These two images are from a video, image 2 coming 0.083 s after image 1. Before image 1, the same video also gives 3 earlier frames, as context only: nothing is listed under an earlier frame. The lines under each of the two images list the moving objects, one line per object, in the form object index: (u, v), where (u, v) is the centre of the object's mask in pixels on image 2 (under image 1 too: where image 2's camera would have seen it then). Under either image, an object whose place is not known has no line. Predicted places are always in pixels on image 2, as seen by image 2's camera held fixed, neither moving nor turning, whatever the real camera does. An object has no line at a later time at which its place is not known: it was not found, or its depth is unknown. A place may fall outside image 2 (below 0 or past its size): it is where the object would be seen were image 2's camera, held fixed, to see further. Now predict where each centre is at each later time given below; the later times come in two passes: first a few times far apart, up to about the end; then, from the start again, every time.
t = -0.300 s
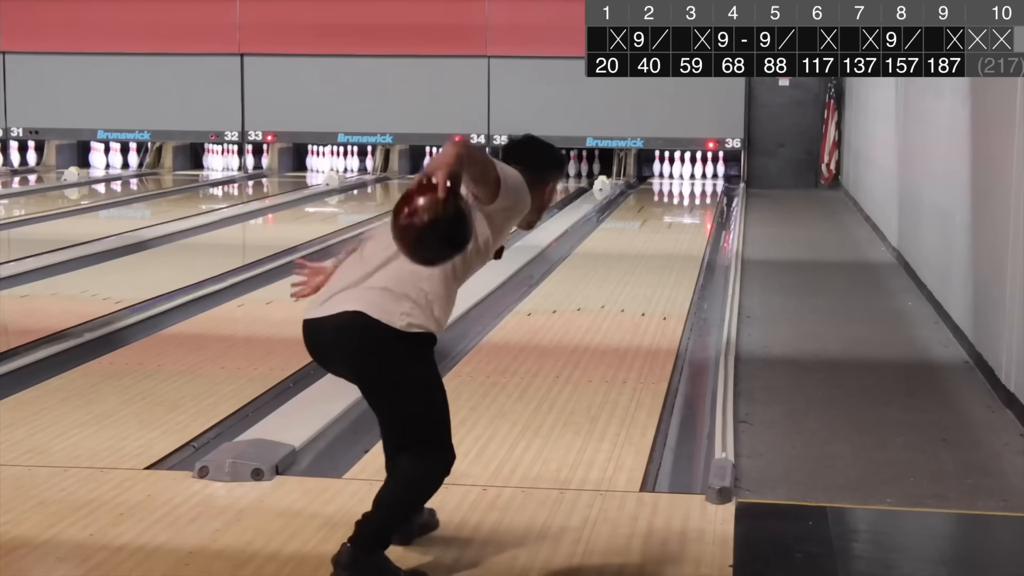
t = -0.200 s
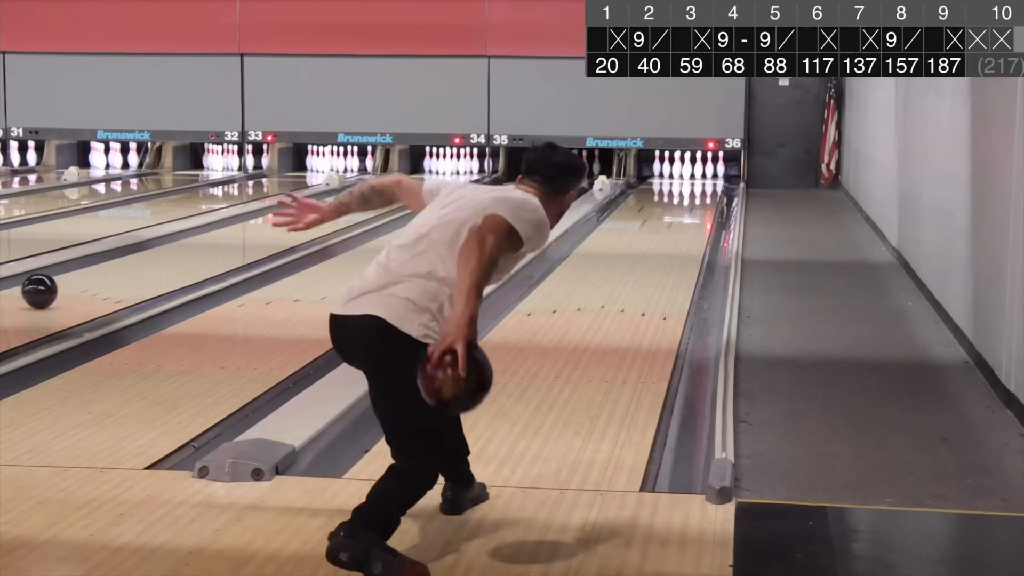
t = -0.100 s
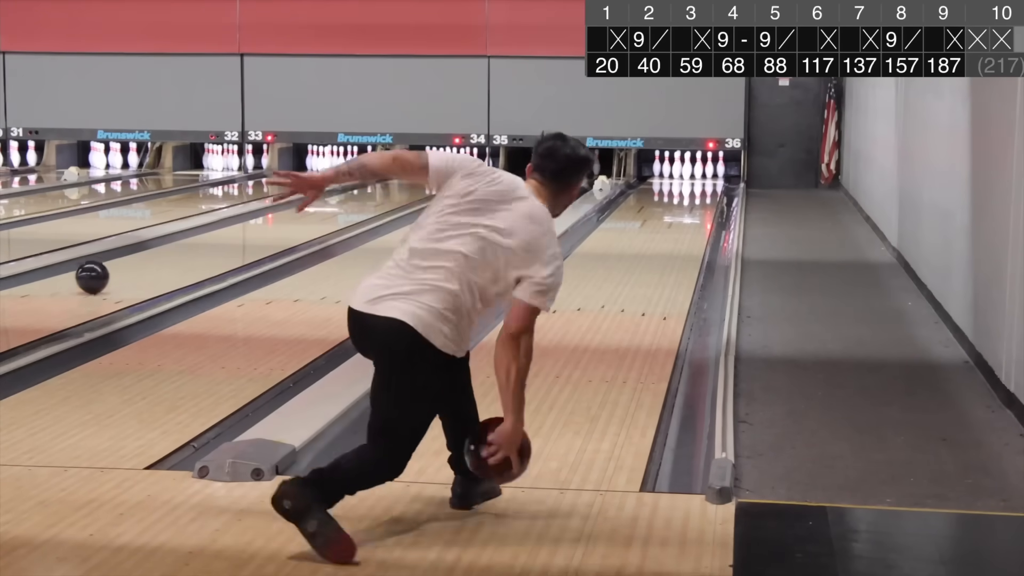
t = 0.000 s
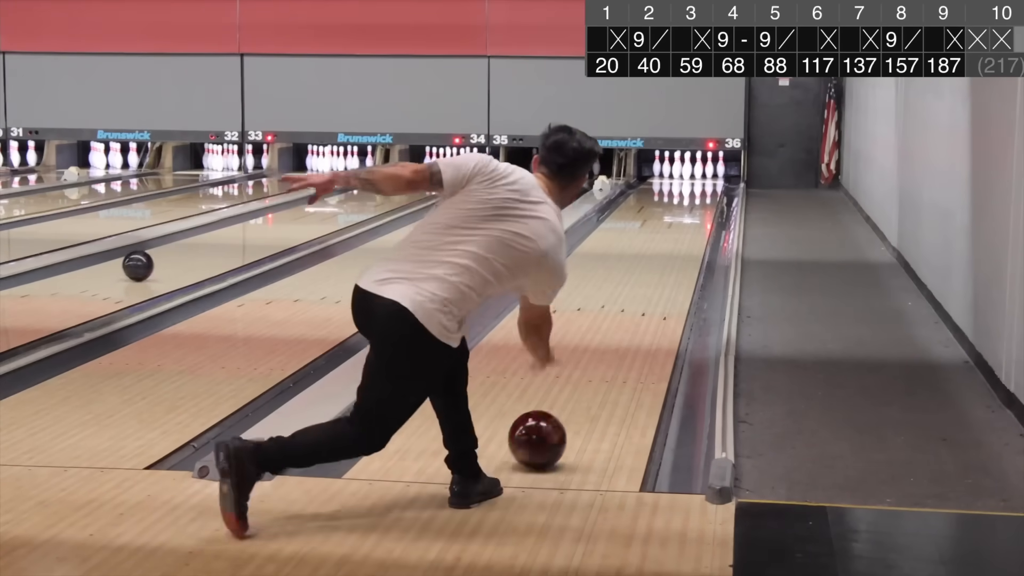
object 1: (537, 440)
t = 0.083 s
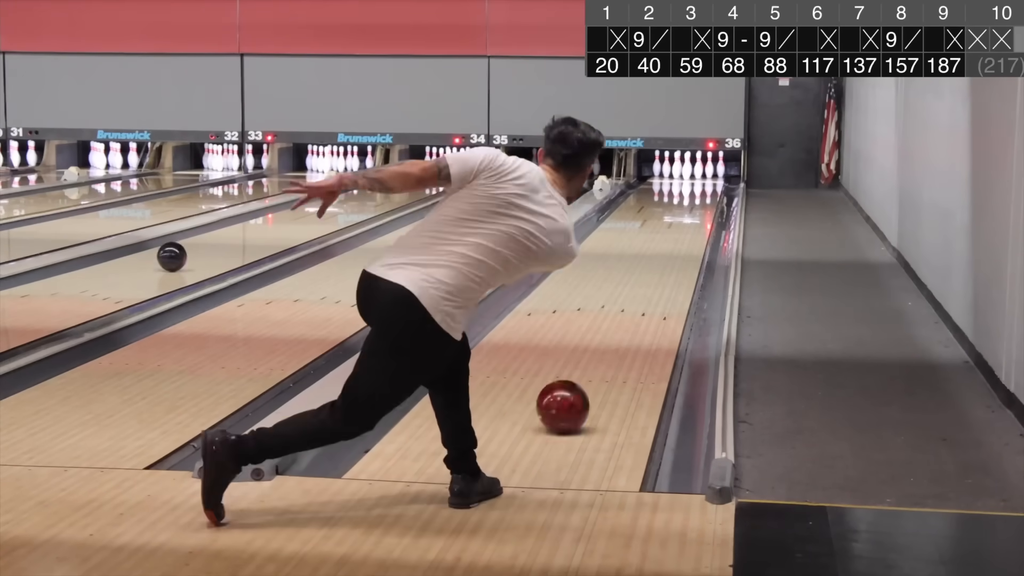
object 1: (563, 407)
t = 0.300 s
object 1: (610, 342)
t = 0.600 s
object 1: (650, 287)
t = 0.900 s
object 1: (674, 251)
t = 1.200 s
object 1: (687, 226)
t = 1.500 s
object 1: (695, 207)
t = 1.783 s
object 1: (697, 194)
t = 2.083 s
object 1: (696, 183)
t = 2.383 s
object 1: (693, 174)
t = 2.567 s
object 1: (694, 171)
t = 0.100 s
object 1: (567, 401)
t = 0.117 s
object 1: (572, 395)
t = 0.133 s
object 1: (576, 389)
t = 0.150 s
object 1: (580, 384)
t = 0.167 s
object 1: (584, 379)
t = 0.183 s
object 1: (588, 374)
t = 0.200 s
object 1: (591, 369)
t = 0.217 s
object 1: (595, 364)
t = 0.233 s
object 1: (598, 359)
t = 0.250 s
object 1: (601, 355)
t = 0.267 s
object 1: (604, 351)
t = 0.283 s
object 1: (607, 346)
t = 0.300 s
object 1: (610, 342)
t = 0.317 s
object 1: (613, 338)
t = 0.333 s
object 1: (616, 335)
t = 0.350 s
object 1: (619, 331)
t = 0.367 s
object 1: (621, 327)
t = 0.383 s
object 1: (624, 324)
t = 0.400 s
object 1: (626, 320)
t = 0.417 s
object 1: (628, 317)
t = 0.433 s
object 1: (631, 314)
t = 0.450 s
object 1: (633, 311)
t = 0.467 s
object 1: (635, 308)
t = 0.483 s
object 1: (637, 306)
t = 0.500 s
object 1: (639, 303)
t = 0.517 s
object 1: (641, 300)
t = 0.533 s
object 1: (643, 297)
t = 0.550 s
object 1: (645, 295)
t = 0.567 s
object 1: (647, 292)
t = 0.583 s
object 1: (649, 290)
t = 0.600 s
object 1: (650, 287)
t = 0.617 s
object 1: (652, 285)
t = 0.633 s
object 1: (653, 283)
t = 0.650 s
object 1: (655, 281)
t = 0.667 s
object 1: (657, 279)
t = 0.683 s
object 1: (658, 276)
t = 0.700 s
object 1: (660, 274)
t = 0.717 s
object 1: (661, 272)
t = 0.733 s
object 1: (662, 270)
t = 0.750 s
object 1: (664, 268)
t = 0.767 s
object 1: (665, 266)
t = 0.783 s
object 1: (666, 264)
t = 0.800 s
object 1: (667, 262)
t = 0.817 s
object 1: (668, 260)
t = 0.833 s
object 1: (669, 259)
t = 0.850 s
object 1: (671, 257)
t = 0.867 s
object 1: (672, 255)
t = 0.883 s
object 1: (673, 253)
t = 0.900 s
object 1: (674, 251)
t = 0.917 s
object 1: (675, 250)
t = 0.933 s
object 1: (676, 248)
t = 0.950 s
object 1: (676, 247)
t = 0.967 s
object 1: (677, 245)
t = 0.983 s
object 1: (678, 244)
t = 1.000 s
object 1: (679, 242)
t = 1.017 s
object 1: (680, 240)
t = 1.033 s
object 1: (681, 239)
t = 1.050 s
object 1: (681, 238)
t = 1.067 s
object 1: (682, 236)
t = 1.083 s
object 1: (683, 235)
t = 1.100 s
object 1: (684, 234)
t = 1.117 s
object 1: (684, 232)
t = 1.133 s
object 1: (685, 231)
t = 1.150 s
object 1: (686, 229)
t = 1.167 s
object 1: (686, 228)
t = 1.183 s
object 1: (687, 227)
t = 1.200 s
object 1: (687, 226)
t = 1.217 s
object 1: (688, 225)
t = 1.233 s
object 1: (688, 223)
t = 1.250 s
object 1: (689, 222)
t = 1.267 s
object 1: (689, 221)
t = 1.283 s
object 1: (690, 220)
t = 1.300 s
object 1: (690, 219)
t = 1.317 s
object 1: (691, 218)
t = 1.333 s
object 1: (691, 217)
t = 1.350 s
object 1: (692, 216)
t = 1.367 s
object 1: (692, 215)
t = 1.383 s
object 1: (693, 214)
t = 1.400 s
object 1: (693, 213)
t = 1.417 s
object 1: (693, 212)
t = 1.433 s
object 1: (694, 211)
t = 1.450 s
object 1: (694, 210)
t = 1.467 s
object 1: (694, 209)
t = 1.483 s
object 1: (694, 208)
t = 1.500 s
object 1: (695, 207)
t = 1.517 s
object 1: (694, 207)
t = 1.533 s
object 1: (695, 206)
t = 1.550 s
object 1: (696, 205)
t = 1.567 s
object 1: (696, 204)
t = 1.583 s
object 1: (696, 203)
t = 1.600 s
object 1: (696, 202)
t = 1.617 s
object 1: (696, 201)
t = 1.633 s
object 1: (697, 200)
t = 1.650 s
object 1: (696, 200)
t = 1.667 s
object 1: (697, 199)
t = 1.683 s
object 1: (697, 198)
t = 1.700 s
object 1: (697, 197)
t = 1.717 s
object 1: (697, 197)
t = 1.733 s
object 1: (697, 196)
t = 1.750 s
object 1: (698, 195)
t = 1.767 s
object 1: (698, 194)
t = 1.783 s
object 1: (697, 194)
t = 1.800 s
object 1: (698, 193)
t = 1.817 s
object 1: (697, 193)
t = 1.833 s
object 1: (698, 192)
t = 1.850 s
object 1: (698, 191)
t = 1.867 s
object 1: (698, 191)
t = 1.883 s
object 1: (698, 190)
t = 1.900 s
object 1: (697, 189)
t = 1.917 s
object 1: (697, 189)
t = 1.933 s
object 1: (697, 188)
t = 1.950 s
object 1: (697, 187)
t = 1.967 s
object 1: (697, 187)
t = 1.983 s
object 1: (697, 186)
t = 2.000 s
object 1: (697, 186)
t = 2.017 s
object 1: (697, 185)
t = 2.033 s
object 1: (697, 185)
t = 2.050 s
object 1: (697, 184)
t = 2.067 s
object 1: (697, 183)
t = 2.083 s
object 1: (696, 183)
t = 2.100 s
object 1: (696, 182)
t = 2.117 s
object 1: (696, 182)
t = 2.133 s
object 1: (696, 181)
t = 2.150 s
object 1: (696, 181)
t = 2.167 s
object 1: (696, 180)
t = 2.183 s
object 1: (696, 180)
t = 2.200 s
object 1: (695, 179)
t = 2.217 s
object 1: (695, 179)
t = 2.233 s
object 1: (695, 178)
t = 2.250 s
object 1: (695, 178)
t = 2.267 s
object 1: (694, 178)
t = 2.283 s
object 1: (694, 177)
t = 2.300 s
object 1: (694, 177)
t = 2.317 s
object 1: (694, 176)
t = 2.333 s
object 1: (694, 176)
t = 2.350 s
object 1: (693, 175)
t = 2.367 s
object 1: (693, 175)
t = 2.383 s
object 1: (693, 174)
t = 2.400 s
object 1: (692, 174)
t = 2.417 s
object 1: (692, 173)
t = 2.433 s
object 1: (691, 173)
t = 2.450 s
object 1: (692, 173)
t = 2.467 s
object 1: (693, 172)
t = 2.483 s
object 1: (693, 172)
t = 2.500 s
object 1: (693, 172)
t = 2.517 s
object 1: (693, 172)
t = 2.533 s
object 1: (693, 172)
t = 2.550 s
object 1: (693, 171)
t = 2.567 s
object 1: (694, 171)
